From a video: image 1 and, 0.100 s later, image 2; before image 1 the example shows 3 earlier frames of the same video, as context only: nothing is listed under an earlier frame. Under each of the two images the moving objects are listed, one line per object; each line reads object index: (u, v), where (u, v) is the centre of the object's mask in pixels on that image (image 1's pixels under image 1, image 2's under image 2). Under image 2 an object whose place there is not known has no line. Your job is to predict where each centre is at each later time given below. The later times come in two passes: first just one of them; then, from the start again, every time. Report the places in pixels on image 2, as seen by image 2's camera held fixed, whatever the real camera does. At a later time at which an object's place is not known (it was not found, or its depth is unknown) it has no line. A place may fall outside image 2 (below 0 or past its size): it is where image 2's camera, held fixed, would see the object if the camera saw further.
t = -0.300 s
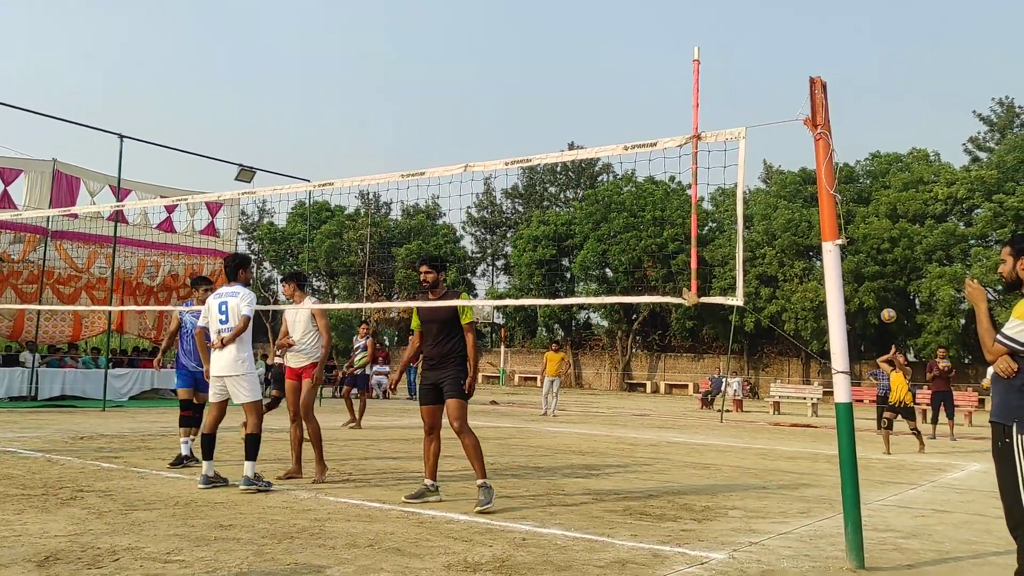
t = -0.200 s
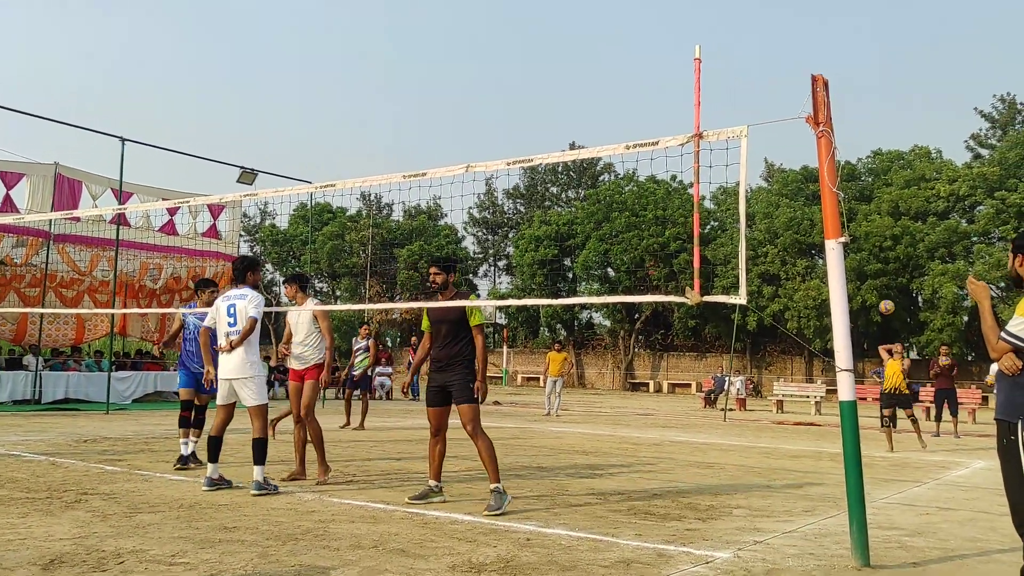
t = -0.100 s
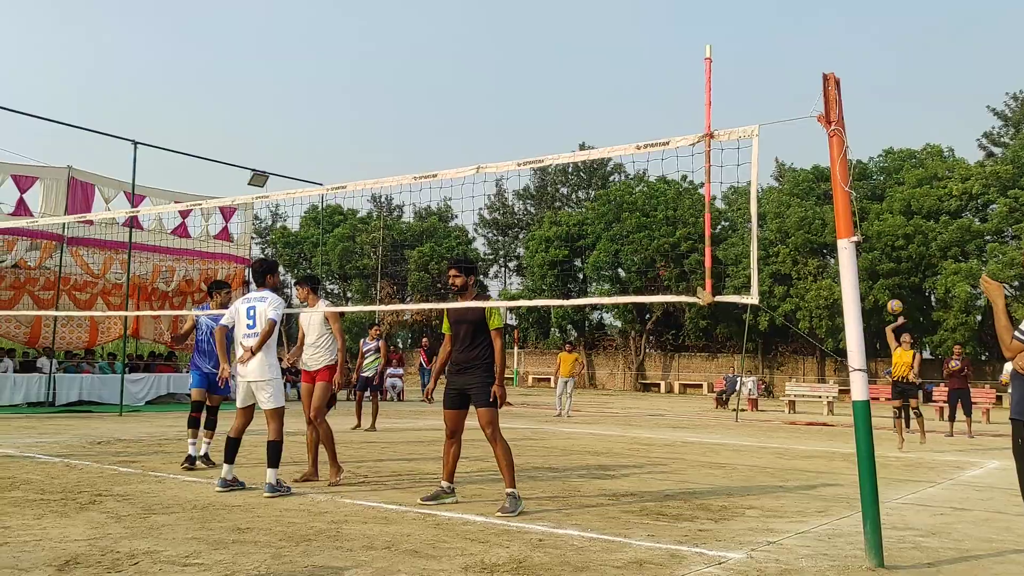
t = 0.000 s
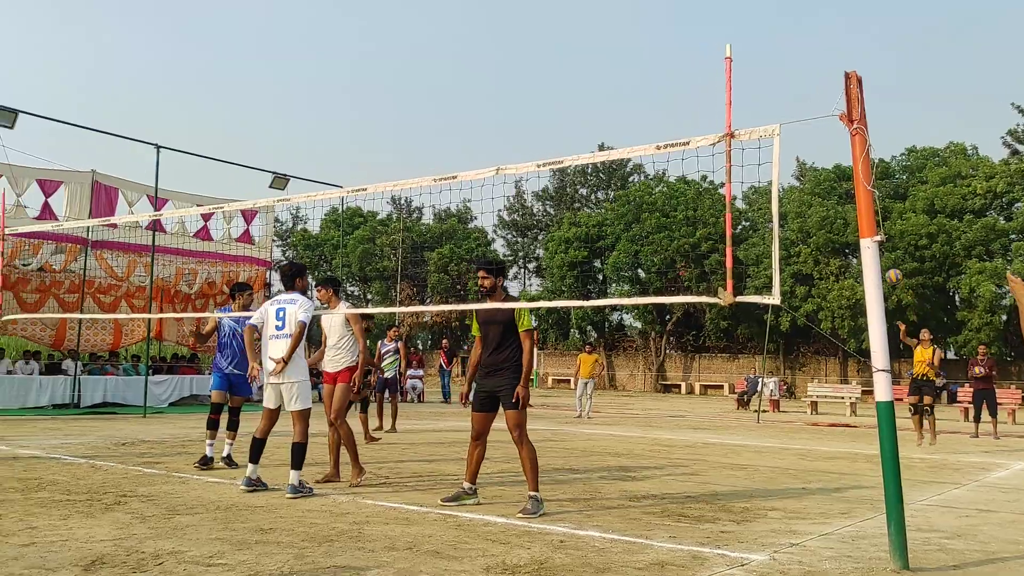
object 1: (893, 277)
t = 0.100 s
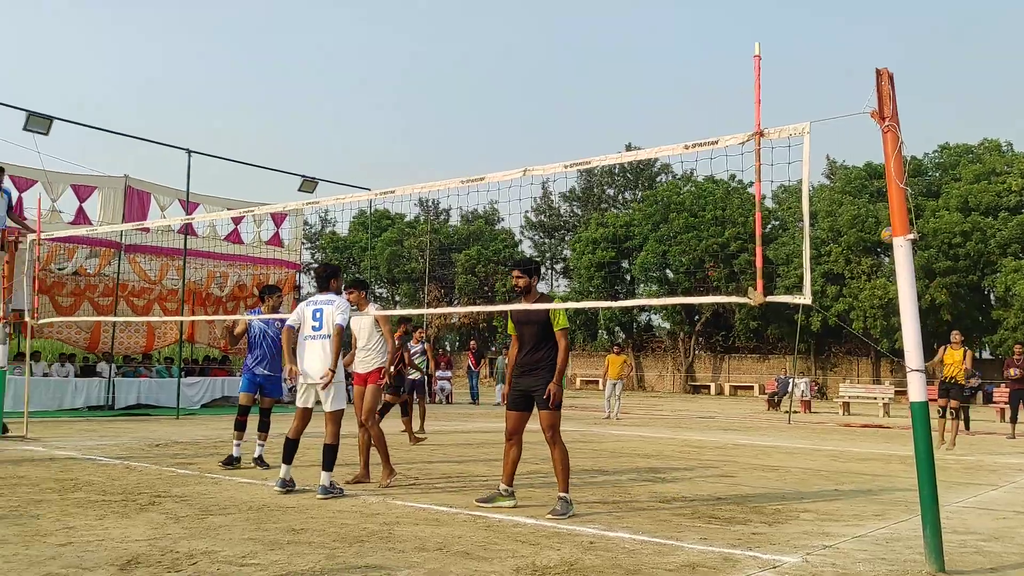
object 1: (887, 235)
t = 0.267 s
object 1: (817, 174)
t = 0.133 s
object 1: (877, 222)
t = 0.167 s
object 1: (863, 210)
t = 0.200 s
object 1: (849, 198)
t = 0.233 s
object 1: (830, 186)
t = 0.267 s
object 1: (817, 174)
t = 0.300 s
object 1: (796, 163)
